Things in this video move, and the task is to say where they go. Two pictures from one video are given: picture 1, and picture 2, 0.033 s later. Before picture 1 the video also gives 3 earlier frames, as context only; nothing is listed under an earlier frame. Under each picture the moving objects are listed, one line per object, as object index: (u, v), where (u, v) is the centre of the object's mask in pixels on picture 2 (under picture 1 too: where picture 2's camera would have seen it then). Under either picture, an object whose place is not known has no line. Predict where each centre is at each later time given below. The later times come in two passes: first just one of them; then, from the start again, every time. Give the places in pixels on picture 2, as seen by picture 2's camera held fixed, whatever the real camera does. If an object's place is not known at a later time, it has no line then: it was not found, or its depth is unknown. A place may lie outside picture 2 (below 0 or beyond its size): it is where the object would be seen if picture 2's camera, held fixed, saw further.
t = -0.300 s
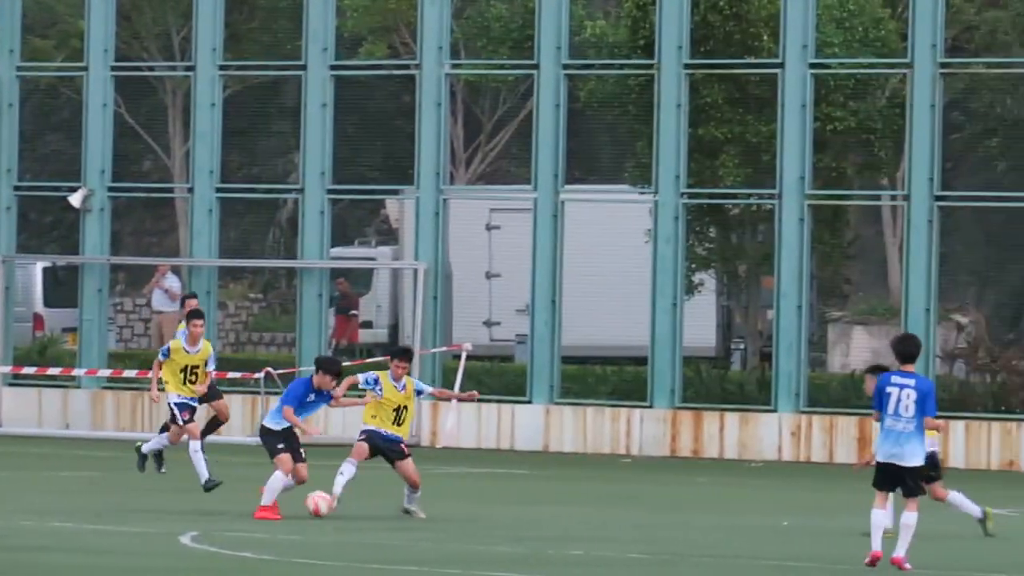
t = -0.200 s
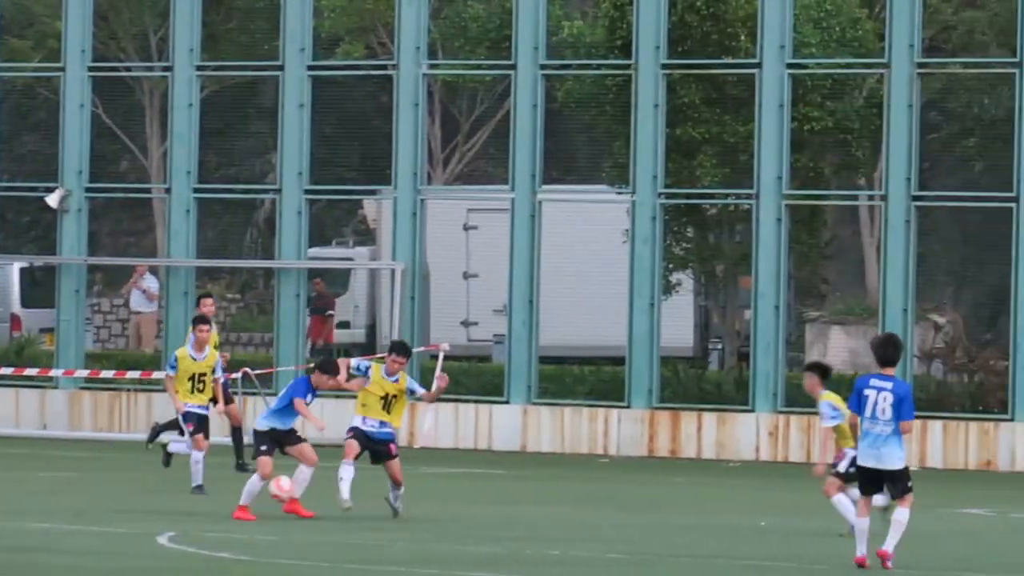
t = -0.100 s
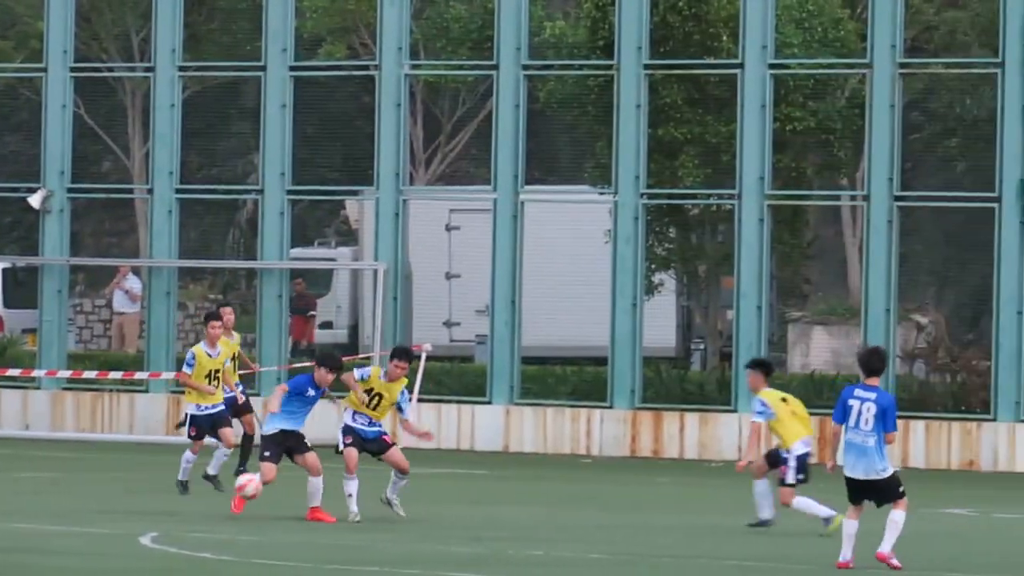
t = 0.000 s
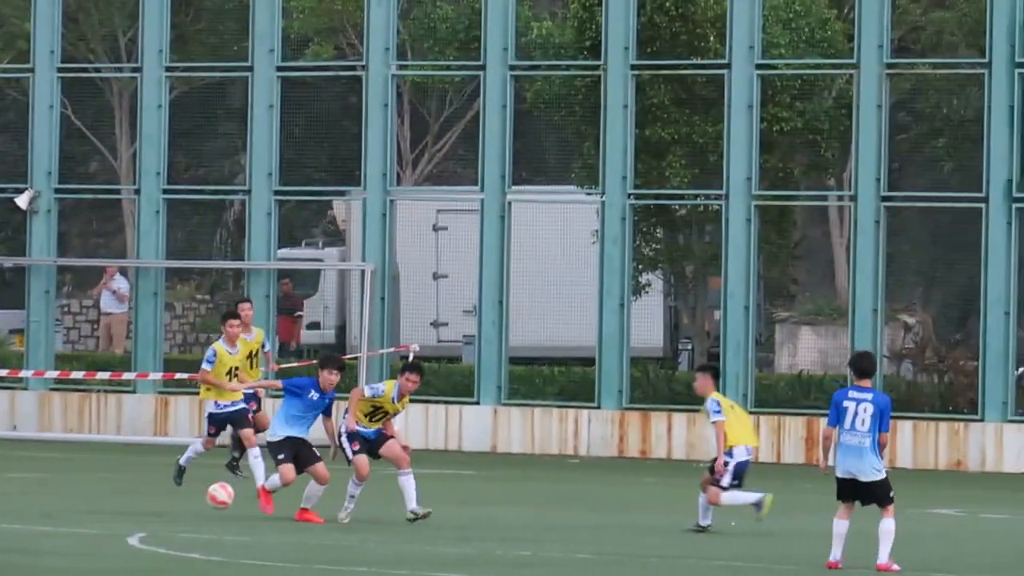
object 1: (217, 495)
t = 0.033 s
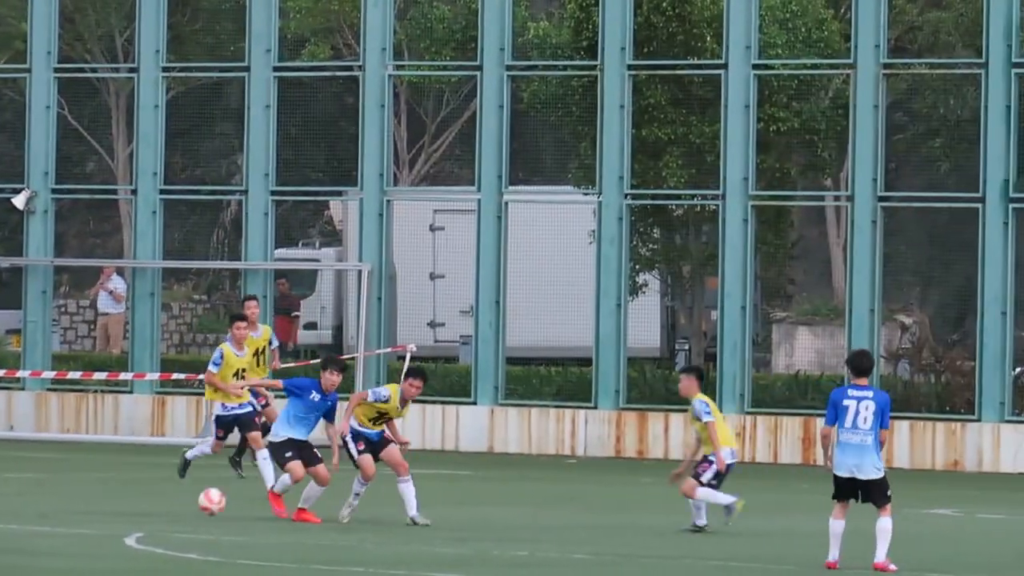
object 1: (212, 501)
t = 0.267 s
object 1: (178, 504)
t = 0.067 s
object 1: (206, 508)
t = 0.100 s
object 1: (201, 517)
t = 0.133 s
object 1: (196, 518)
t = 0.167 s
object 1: (192, 512)
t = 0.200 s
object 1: (187, 508)
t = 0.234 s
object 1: (183, 506)
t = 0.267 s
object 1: (178, 504)
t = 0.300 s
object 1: (173, 505)
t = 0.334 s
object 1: (168, 506)
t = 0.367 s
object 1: (163, 509)
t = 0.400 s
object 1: (158, 514)
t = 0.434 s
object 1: (153, 520)
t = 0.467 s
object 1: (147, 529)
